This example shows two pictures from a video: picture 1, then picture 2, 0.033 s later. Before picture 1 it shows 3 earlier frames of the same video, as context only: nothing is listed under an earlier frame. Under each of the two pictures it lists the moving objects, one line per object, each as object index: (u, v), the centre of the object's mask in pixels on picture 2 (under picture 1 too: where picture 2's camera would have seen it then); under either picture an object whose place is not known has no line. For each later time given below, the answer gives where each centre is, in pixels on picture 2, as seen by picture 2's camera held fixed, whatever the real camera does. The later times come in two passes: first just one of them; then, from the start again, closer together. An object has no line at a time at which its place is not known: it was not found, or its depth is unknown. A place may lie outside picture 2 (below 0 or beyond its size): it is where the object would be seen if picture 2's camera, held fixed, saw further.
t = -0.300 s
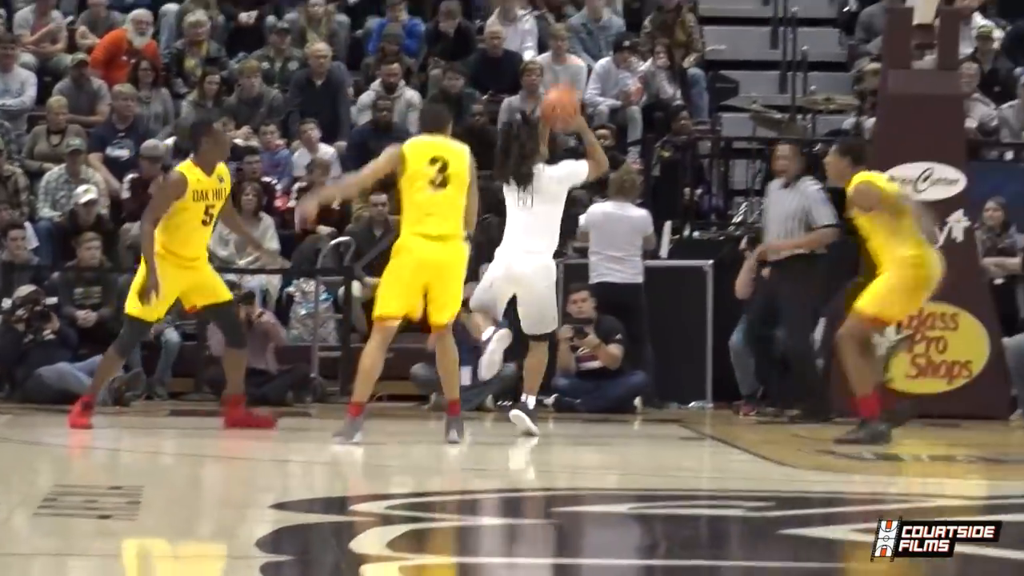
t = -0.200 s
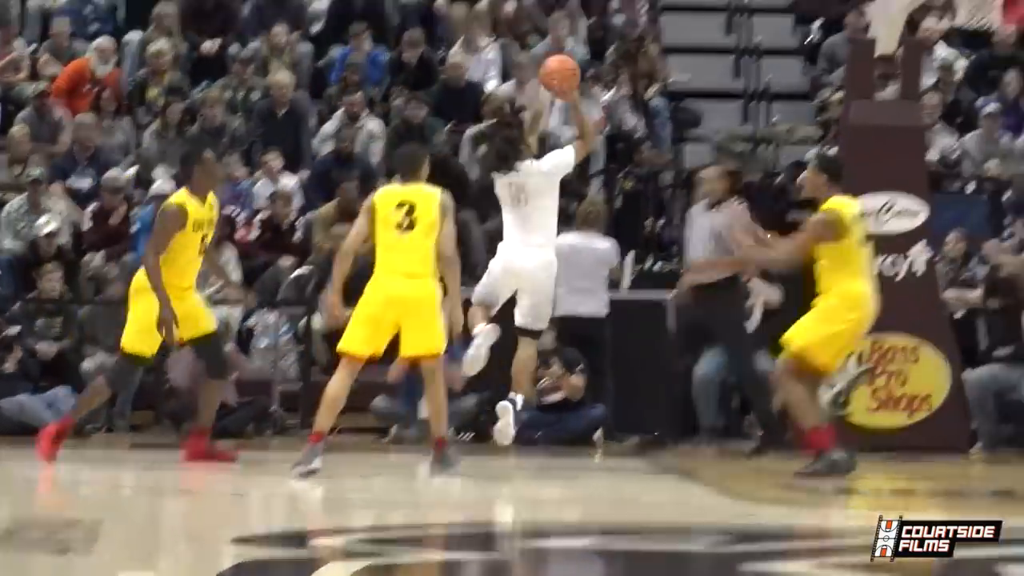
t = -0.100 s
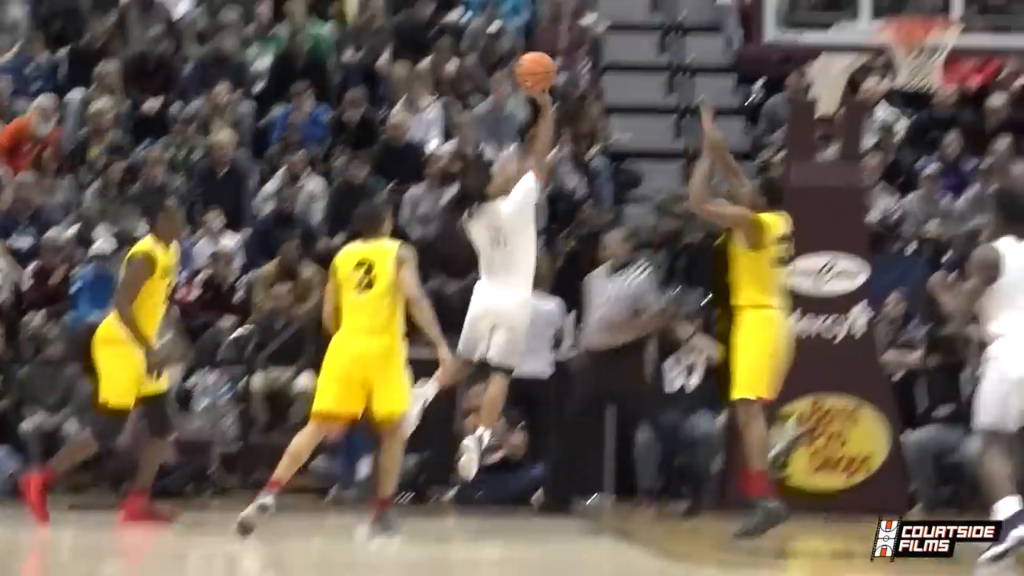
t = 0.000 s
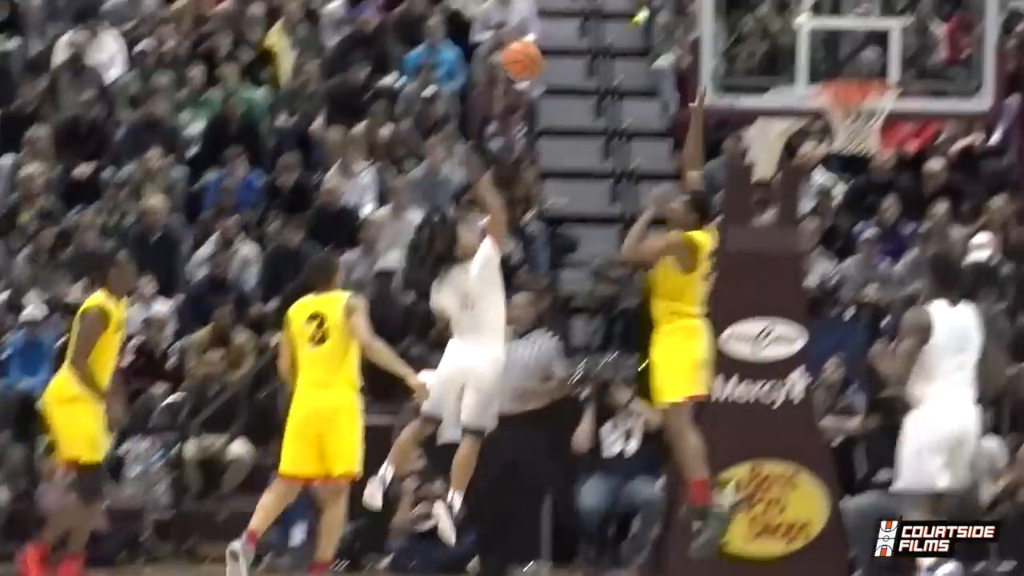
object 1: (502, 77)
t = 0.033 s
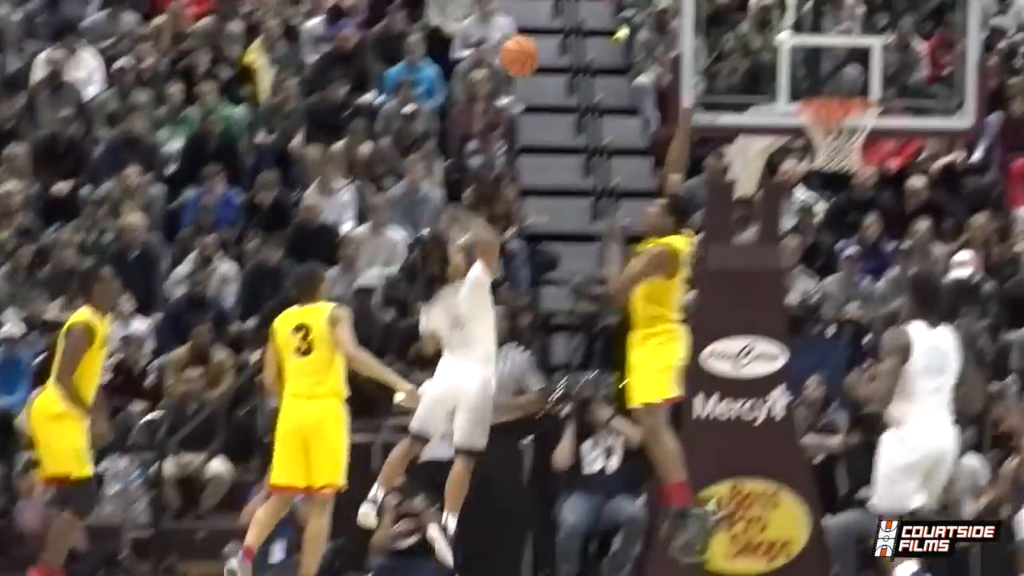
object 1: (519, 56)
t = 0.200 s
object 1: (603, -21)
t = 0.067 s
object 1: (536, 37)
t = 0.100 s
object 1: (553, 19)
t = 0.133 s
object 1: (570, 4)
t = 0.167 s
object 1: (586, -10)
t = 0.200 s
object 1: (603, -21)
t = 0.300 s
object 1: (651, -45)
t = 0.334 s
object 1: (665, -49)
